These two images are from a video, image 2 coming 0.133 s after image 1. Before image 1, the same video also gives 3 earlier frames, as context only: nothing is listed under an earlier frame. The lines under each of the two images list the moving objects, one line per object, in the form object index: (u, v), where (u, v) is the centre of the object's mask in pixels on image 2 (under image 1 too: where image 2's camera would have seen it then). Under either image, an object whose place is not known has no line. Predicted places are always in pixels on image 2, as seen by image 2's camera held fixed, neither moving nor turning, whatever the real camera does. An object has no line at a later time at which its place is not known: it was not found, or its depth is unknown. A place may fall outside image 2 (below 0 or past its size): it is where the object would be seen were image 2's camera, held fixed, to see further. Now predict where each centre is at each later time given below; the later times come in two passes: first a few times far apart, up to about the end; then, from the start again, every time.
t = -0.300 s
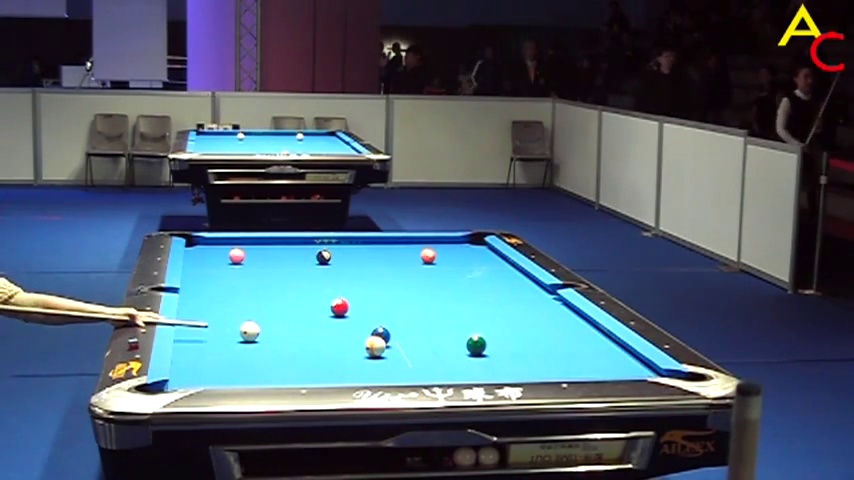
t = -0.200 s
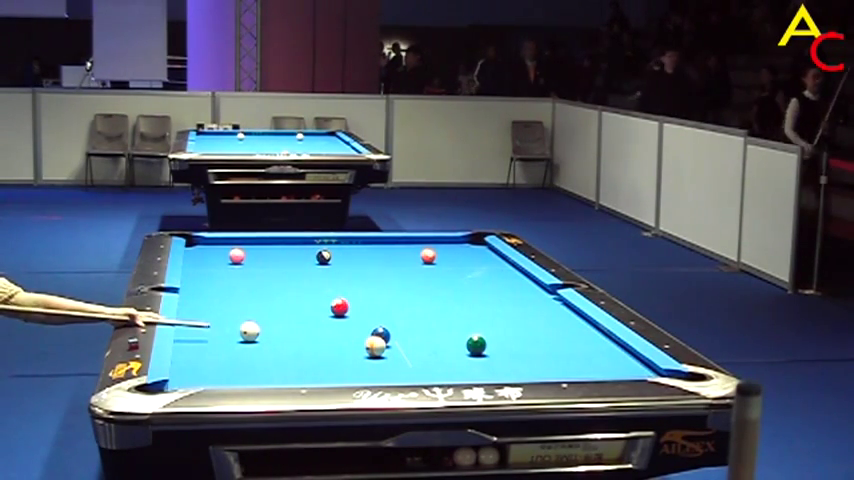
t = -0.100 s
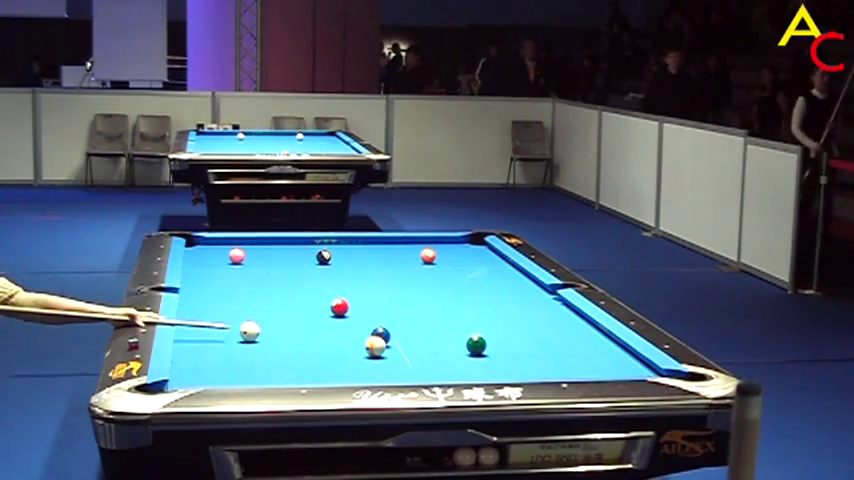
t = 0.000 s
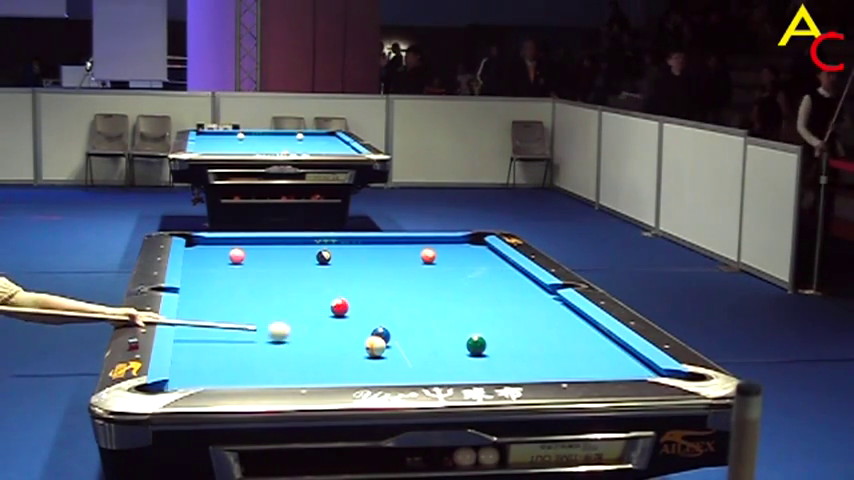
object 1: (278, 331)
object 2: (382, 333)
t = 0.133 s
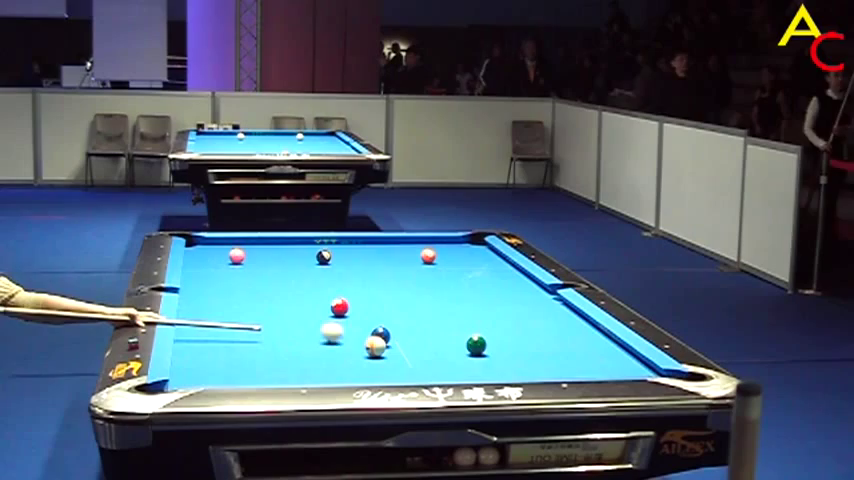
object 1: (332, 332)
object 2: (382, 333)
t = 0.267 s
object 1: (371, 329)
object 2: (393, 338)
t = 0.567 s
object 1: (425, 324)
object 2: (449, 347)
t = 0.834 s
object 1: (469, 318)
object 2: (498, 355)
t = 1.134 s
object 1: (514, 312)
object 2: (553, 364)
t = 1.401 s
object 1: (551, 307)
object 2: (601, 369)
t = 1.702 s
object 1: (546, 304)
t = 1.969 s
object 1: (519, 301)
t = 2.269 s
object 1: (491, 298)
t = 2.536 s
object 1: (468, 296)
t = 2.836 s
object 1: (445, 294)
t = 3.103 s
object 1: (426, 292)
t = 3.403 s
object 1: (406, 290)
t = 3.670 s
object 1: (391, 289)
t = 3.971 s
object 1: (375, 288)
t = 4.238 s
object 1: (363, 286)
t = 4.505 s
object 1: (351, 285)
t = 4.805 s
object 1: (341, 284)
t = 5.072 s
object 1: (333, 283)
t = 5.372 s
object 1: (325, 283)
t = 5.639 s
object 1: (320, 282)
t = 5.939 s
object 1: (316, 282)
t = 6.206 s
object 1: (315, 282)
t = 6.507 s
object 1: (315, 282)
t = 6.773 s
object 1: (315, 282)
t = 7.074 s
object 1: (315, 282)
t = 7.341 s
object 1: (315, 282)
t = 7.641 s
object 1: (315, 282)
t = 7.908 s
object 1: (315, 282)
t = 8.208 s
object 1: (315, 282)
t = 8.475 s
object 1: (315, 282)
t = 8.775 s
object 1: (315, 282)
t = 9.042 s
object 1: (315, 282)
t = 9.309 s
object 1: (315, 282)
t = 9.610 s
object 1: (315, 282)
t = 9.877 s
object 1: (315, 282)
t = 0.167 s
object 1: (345, 332)
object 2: (382, 333)
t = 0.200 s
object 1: (358, 333)
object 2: (382, 333)
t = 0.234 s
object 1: (366, 331)
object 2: (386, 335)
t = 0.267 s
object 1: (371, 329)
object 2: (393, 338)
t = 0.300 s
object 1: (377, 328)
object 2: (400, 340)
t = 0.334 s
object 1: (384, 329)
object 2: (407, 341)
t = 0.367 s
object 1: (390, 329)
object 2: (413, 342)
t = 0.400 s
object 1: (396, 328)
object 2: (419, 342)
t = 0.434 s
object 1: (401, 327)
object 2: (425, 344)
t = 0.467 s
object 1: (407, 326)
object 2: (431, 344)
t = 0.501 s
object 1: (413, 325)
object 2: (437, 346)
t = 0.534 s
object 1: (419, 325)
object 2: (443, 346)
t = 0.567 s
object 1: (425, 324)
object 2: (449, 347)
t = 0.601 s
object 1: (431, 323)
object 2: (455, 348)
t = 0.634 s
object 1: (436, 323)
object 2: (462, 349)
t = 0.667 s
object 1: (442, 322)
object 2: (468, 351)
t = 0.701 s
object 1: (448, 321)
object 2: (473, 351)
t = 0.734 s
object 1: (453, 320)
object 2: (480, 352)
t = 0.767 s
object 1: (458, 319)
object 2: (486, 353)
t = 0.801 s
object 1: (464, 319)
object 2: (492, 354)
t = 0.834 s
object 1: (469, 318)
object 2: (498, 355)
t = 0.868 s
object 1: (474, 317)
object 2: (504, 356)
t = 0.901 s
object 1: (479, 317)
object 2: (510, 357)
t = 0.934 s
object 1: (484, 316)
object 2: (516, 358)
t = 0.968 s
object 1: (489, 315)
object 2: (522, 359)
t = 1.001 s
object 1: (494, 315)
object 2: (528, 360)
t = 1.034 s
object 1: (499, 314)
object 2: (534, 361)
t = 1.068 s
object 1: (504, 313)
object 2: (541, 362)
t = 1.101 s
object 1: (509, 313)
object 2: (547, 363)
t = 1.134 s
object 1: (514, 312)
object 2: (553, 364)
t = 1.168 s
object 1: (519, 312)
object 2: (559, 364)
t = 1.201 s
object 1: (524, 311)
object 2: (565, 365)
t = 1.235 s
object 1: (528, 310)
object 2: (571, 366)
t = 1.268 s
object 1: (533, 310)
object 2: (577, 366)
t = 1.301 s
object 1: (537, 309)
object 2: (583, 367)
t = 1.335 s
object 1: (542, 308)
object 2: (588, 367)
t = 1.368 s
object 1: (546, 308)
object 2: (595, 368)
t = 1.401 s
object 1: (551, 307)
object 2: (601, 369)
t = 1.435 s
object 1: (555, 306)
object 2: (607, 369)
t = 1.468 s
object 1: (559, 306)
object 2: (613, 369)
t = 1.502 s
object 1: (564, 306)
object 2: (619, 370)
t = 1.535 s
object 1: (563, 305)
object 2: (625, 370)
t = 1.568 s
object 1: (560, 305)
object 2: (631, 371)
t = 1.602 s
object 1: (556, 304)
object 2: (638, 371)
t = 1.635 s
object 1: (553, 304)
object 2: (643, 372)
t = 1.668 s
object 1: (549, 304)
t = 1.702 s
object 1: (546, 304)
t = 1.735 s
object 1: (542, 303)
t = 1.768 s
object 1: (539, 303)
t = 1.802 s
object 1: (535, 303)
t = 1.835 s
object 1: (532, 302)
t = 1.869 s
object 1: (529, 302)
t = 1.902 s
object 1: (525, 301)
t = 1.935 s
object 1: (522, 301)
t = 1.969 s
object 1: (519, 301)
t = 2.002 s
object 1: (516, 301)
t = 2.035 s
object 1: (512, 300)
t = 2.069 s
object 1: (509, 300)
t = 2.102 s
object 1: (506, 300)
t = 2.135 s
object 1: (503, 299)
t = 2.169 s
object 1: (500, 299)
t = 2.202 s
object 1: (497, 299)
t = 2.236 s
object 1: (494, 299)
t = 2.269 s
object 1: (491, 298)
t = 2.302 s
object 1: (488, 298)
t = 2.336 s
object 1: (485, 298)
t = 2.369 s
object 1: (482, 297)
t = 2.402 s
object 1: (480, 297)
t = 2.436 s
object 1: (477, 297)
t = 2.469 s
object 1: (474, 296)
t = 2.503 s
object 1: (471, 296)
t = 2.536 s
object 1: (468, 296)
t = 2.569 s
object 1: (466, 296)
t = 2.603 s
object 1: (463, 296)
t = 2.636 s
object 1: (460, 295)
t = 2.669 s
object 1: (457, 295)
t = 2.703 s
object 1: (455, 295)
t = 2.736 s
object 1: (452, 295)
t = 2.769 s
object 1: (450, 295)
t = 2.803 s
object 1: (447, 295)
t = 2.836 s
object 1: (445, 294)
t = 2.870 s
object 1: (442, 294)
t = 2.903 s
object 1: (440, 294)
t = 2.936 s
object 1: (437, 293)
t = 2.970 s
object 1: (435, 293)
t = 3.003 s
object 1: (433, 293)
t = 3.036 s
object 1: (430, 293)
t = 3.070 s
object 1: (428, 293)
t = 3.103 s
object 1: (426, 292)
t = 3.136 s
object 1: (424, 292)
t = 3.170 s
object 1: (421, 292)
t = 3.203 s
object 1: (419, 292)
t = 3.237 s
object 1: (417, 291)
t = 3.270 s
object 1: (415, 291)
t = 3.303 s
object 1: (413, 291)
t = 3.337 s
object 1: (411, 291)
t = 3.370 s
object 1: (409, 291)
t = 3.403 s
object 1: (406, 290)
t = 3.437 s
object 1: (404, 290)
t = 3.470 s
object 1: (403, 290)
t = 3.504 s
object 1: (400, 290)
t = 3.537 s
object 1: (398, 290)
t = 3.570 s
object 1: (397, 290)
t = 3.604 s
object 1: (394, 289)
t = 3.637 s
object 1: (392, 289)
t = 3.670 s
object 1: (391, 289)
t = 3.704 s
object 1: (389, 289)
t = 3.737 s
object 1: (387, 289)
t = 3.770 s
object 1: (385, 288)
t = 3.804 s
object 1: (384, 288)
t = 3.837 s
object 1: (382, 288)
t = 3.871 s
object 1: (380, 288)
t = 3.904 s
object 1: (378, 288)
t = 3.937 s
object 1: (376, 288)
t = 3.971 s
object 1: (375, 288)
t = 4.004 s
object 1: (373, 287)
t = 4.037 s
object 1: (372, 287)
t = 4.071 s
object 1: (370, 287)
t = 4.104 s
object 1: (368, 287)
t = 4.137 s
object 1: (367, 287)
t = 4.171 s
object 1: (366, 287)
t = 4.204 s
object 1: (364, 287)
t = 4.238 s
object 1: (363, 286)
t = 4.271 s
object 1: (361, 286)
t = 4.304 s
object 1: (360, 286)
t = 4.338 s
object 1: (358, 286)
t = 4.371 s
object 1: (357, 286)
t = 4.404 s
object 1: (355, 286)
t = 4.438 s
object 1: (354, 286)
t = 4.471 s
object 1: (353, 286)
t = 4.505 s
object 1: (351, 285)
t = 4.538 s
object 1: (350, 285)
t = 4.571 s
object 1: (349, 285)
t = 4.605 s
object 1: (348, 285)
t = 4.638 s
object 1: (347, 285)
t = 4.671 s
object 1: (345, 285)
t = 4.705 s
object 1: (344, 285)
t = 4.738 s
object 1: (343, 285)
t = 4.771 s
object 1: (342, 285)
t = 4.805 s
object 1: (341, 284)
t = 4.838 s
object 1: (340, 284)
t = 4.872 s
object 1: (339, 284)
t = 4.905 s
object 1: (338, 284)
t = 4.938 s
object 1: (337, 284)
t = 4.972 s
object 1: (336, 284)
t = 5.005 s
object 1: (335, 284)
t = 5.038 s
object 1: (334, 284)
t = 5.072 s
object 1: (333, 283)
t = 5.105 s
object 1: (332, 283)
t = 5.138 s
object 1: (331, 283)
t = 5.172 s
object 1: (330, 283)
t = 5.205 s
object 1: (330, 283)
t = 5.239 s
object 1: (329, 283)
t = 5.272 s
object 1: (328, 283)
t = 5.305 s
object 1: (327, 283)
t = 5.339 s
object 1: (326, 283)
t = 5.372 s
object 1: (325, 283)
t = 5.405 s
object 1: (325, 283)
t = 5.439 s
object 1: (324, 283)
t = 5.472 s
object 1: (324, 283)
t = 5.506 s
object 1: (323, 282)
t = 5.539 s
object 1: (322, 282)
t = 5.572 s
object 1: (322, 282)
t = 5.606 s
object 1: (321, 282)
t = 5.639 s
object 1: (320, 282)
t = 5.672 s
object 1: (320, 282)
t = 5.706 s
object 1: (319, 282)
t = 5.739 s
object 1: (319, 282)
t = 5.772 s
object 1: (318, 282)
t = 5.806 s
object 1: (318, 282)
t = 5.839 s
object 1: (318, 282)
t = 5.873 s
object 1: (317, 282)
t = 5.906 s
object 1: (317, 282)
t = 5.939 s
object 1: (316, 282)
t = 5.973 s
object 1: (316, 282)
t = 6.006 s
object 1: (316, 282)
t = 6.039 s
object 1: (316, 282)
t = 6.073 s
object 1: (315, 282)
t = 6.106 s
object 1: (315, 282)
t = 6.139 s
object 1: (315, 282)
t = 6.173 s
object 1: (315, 282)
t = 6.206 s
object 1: (315, 282)
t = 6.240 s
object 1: (315, 282)
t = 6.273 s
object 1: (315, 282)
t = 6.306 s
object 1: (315, 282)
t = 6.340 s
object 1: (315, 282)
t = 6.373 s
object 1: (315, 282)
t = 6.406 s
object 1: (315, 282)
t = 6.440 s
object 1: (315, 282)
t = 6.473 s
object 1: (315, 282)
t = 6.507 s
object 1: (315, 282)
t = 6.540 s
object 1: (315, 282)
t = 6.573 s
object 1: (315, 282)
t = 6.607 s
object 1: (315, 282)
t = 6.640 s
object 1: (315, 282)
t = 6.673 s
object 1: (315, 282)
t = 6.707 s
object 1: (315, 282)
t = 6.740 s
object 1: (315, 282)
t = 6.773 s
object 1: (315, 282)
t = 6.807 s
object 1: (315, 282)
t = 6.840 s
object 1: (315, 282)
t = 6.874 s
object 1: (315, 282)
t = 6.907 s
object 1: (315, 282)
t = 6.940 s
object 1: (315, 282)
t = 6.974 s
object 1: (315, 282)
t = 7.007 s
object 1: (315, 282)
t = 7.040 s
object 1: (315, 282)
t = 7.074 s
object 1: (315, 282)
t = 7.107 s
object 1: (315, 282)
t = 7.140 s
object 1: (315, 282)
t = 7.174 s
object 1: (315, 282)
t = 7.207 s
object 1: (315, 282)
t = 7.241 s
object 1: (315, 282)
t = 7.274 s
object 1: (315, 282)
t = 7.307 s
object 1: (315, 282)
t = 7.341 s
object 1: (315, 282)
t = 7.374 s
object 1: (315, 282)
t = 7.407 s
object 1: (315, 282)
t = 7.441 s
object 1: (315, 282)
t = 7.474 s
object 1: (315, 282)
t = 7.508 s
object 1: (315, 282)
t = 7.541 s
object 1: (315, 282)
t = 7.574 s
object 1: (315, 282)
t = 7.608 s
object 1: (315, 282)
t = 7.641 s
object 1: (315, 282)
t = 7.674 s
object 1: (315, 282)
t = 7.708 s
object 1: (315, 282)
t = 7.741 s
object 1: (315, 282)
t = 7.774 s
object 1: (315, 282)
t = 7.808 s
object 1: (315, 282)
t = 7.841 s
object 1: (315, 282)
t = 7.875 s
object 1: (315, 282)
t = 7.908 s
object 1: (315, 282)
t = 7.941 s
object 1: (315, 282)
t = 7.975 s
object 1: (315, 282)
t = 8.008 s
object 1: (315, 282)
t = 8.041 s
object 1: (315, 282)
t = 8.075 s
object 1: (315, 282)
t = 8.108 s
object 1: (315, 282)
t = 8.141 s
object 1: (315, 282)
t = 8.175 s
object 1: (315, 282)
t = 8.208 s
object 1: (315, 282)
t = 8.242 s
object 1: (315, 282)
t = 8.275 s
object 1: (315, 282)
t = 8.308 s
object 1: (315, 282)
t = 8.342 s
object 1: (315, 282)
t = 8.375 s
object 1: (315, 282)
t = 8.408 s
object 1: (315, 282)
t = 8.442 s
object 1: (315, 282)
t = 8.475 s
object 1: (315, 282)
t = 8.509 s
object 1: (315, 282)
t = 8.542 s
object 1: (315, 282)
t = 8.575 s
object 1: (315, 282)
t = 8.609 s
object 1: (315, 282)
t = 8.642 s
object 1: (315, 282)
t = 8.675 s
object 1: (315, 282)
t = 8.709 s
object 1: (315, 282)
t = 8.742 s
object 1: (315, 282)
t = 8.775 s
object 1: (315, 282)
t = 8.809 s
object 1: (315, 282)
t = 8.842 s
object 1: (315, 282)
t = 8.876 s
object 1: (315, 282)
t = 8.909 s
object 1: (315, 282)
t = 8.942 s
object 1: (315, 282)
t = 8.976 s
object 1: (315, 282)
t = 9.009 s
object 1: (315, 282)
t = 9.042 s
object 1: (315, 282)
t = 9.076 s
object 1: (315, 282)
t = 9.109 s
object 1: (315, 282)
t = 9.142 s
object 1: (315, 282)
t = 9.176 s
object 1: (315, 282)
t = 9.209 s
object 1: (315, 282)
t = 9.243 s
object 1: (315, 282)
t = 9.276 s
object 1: (315, 282)
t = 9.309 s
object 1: (315, 282)
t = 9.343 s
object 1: (315, 282)
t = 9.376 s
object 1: (315, 282)
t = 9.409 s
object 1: (315, 282)
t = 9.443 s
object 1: (315, 282)
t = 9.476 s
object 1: (315, 282)
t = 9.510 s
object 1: (315, 282)
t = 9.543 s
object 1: (315, 282)
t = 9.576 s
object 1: (315, 282)
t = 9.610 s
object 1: (315, 282)
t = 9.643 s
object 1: (315, 282)
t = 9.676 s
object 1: (315, 282)
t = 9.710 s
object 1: (315, 282)
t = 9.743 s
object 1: (315, 282)
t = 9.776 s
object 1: (315, 282)
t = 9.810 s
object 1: (315, 282)
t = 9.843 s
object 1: (315, 282)
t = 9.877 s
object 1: (315, 282)
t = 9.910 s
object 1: (315, 282)
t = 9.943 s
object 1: (315, 282)
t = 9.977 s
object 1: (315, 282)
